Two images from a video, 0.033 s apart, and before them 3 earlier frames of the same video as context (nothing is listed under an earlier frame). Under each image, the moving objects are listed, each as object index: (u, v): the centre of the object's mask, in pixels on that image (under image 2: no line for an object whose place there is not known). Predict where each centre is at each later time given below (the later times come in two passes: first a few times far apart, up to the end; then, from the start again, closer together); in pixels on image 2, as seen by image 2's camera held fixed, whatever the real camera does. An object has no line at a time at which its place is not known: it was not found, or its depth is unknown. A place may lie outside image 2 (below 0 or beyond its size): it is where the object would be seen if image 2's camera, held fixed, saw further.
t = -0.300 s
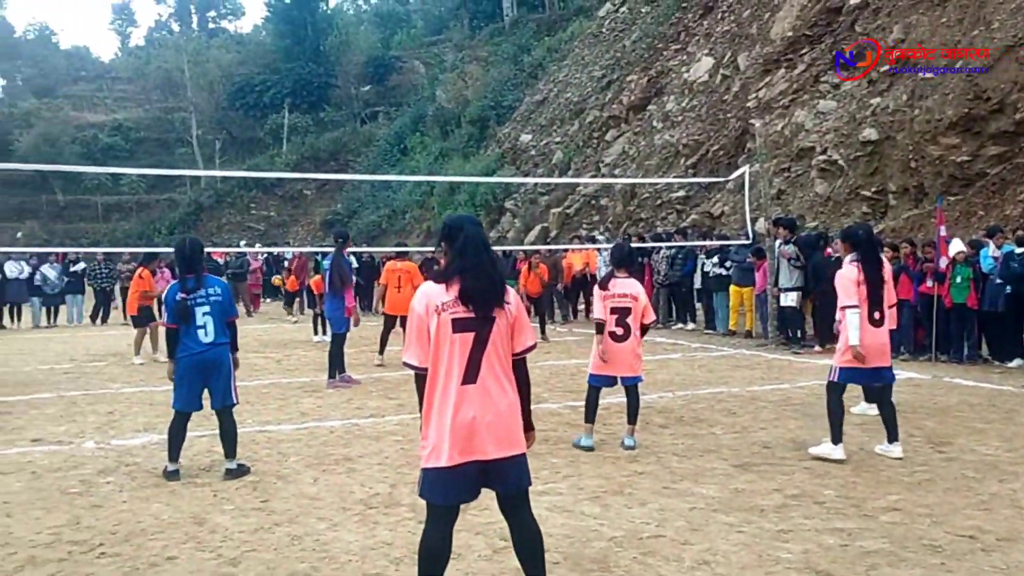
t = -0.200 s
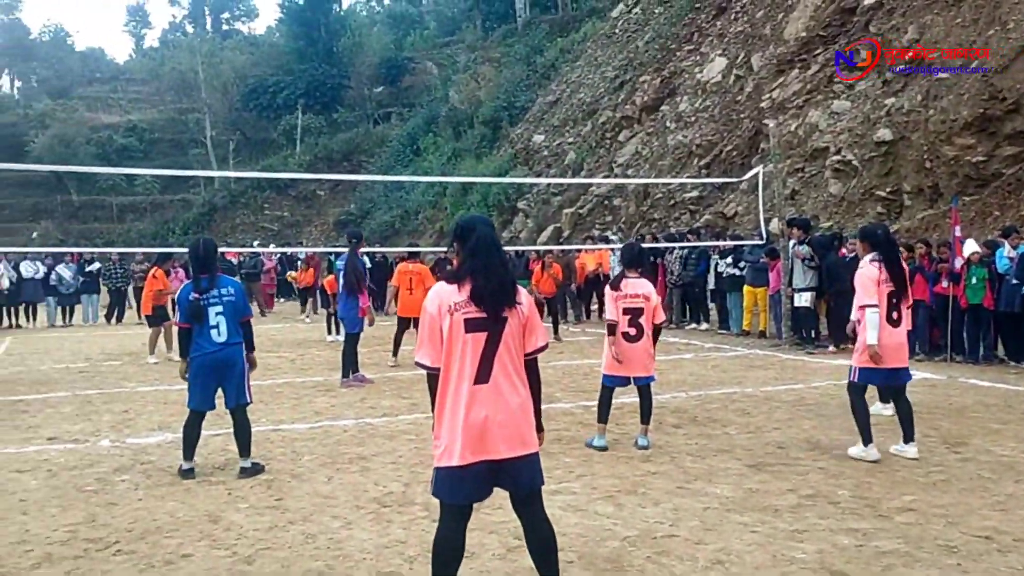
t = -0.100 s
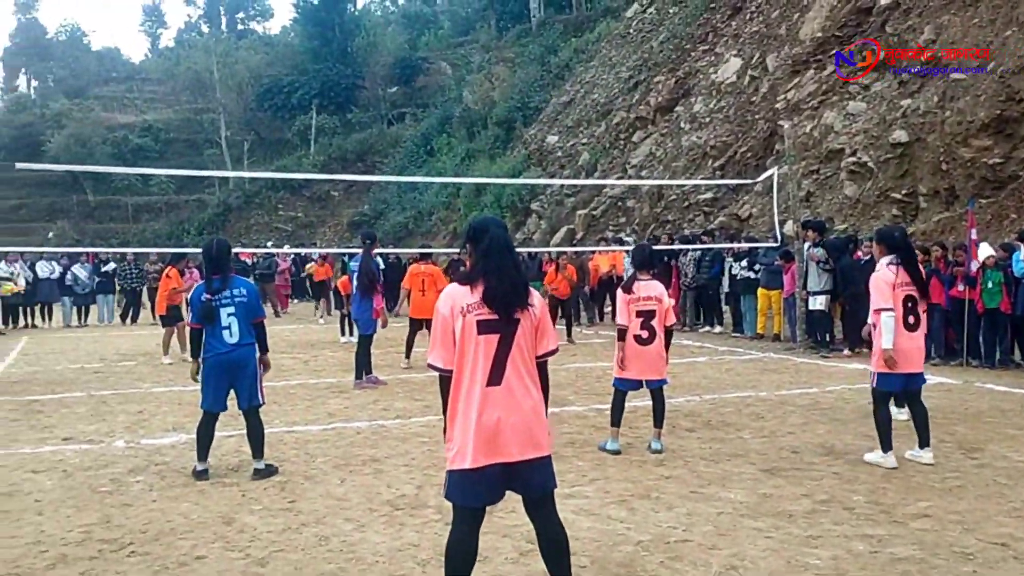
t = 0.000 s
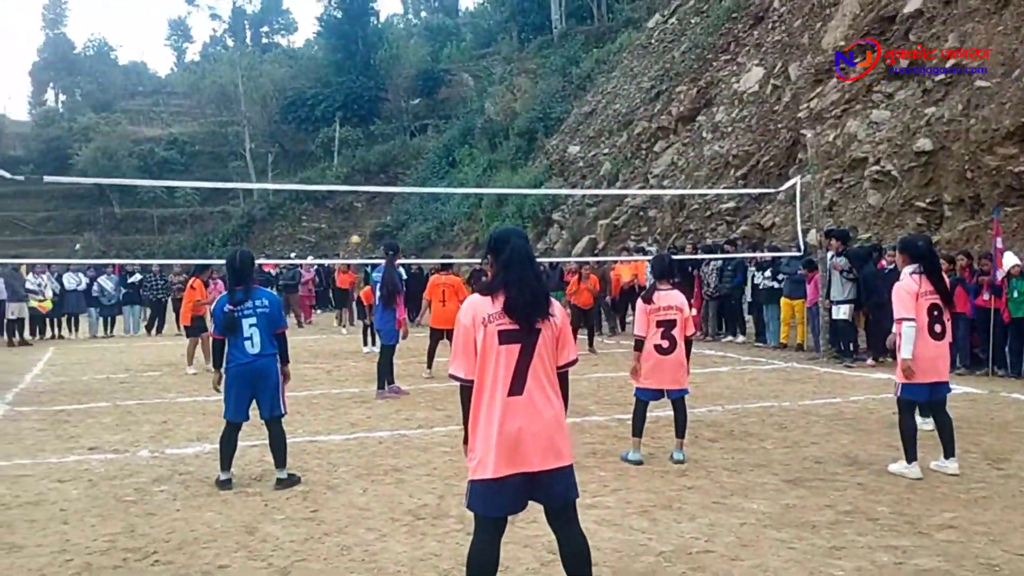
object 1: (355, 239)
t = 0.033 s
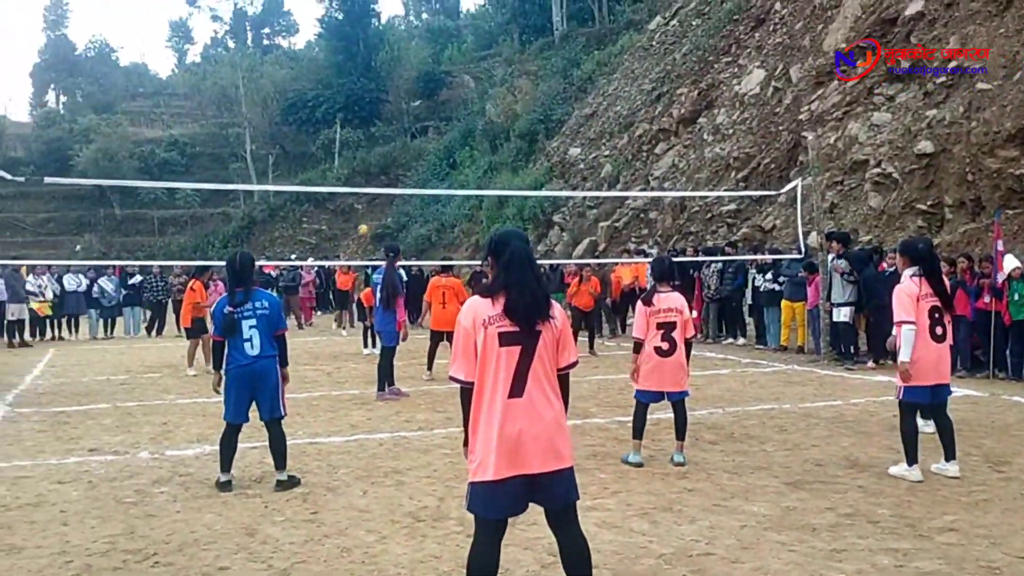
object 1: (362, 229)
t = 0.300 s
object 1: (430, 141)
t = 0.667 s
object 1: (548, 59)
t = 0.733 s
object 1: (574, 51)
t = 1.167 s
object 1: (799, 85)
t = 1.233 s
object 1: (843, 108)
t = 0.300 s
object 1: (430, 141)
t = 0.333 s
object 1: (439, 131)
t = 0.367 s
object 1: (448, 123)
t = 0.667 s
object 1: (548, 59)
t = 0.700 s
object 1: (561, 55)
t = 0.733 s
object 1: (574, 51)
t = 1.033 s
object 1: (719, 54)
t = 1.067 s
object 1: (737, 60)
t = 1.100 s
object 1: (758, 67)
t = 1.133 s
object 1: (778, 76)
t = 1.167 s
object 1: (799, 85)
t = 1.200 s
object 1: (821, 96)
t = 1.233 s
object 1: (843, 108)
